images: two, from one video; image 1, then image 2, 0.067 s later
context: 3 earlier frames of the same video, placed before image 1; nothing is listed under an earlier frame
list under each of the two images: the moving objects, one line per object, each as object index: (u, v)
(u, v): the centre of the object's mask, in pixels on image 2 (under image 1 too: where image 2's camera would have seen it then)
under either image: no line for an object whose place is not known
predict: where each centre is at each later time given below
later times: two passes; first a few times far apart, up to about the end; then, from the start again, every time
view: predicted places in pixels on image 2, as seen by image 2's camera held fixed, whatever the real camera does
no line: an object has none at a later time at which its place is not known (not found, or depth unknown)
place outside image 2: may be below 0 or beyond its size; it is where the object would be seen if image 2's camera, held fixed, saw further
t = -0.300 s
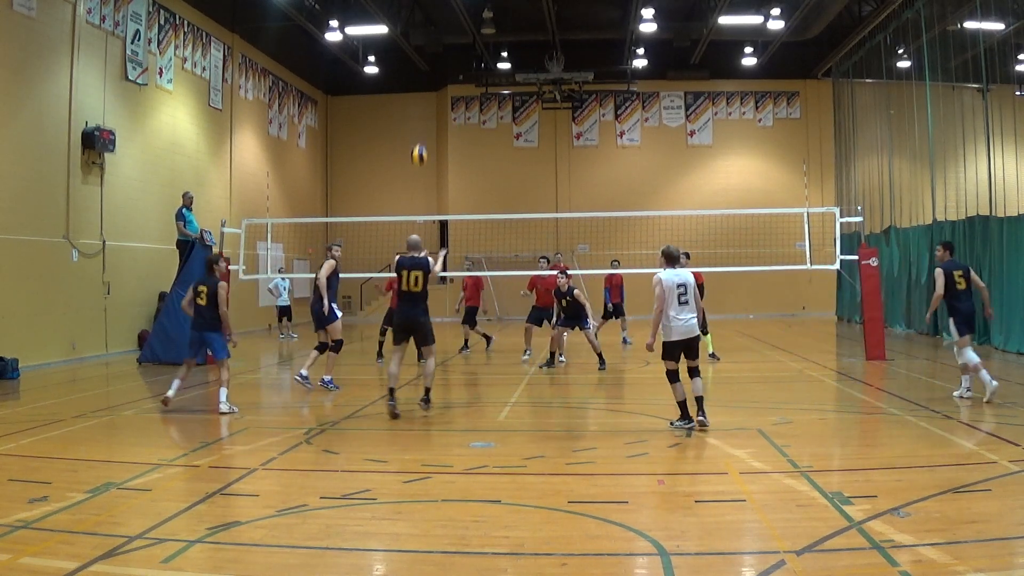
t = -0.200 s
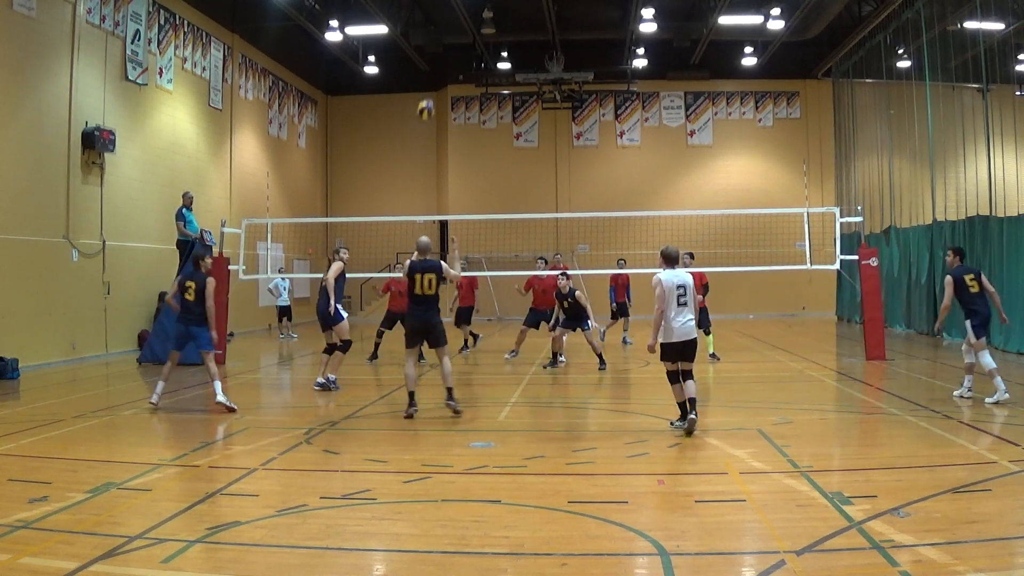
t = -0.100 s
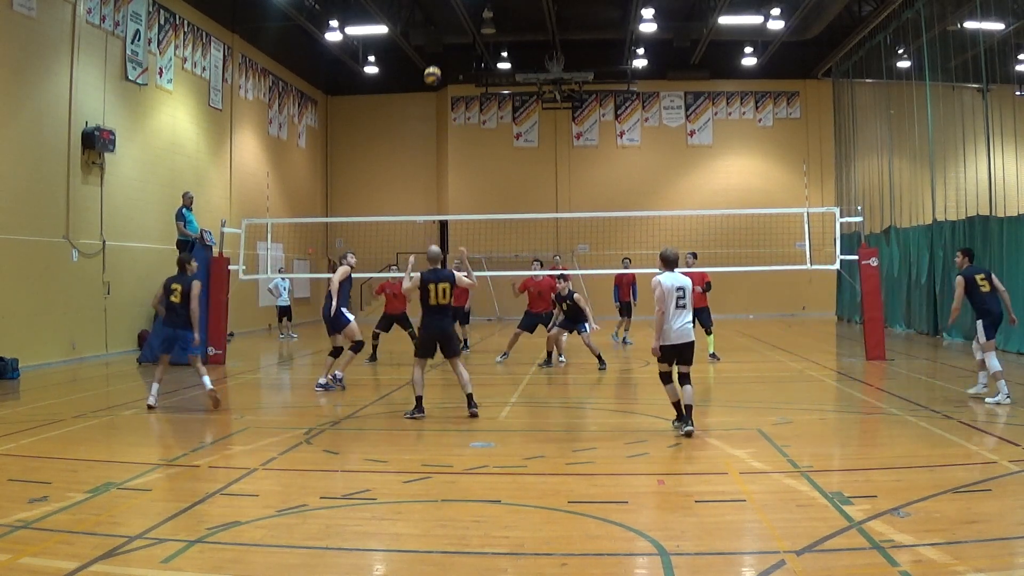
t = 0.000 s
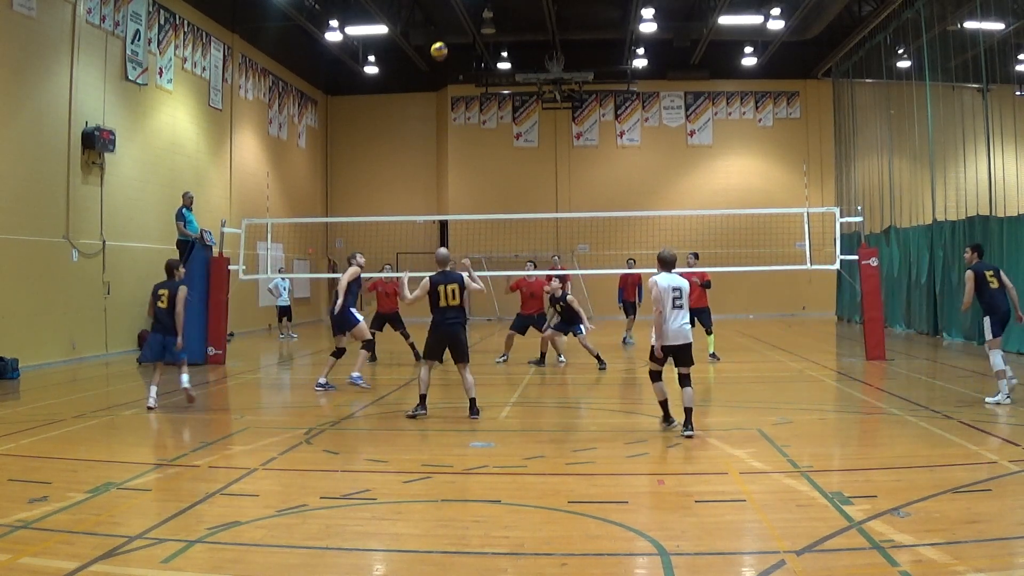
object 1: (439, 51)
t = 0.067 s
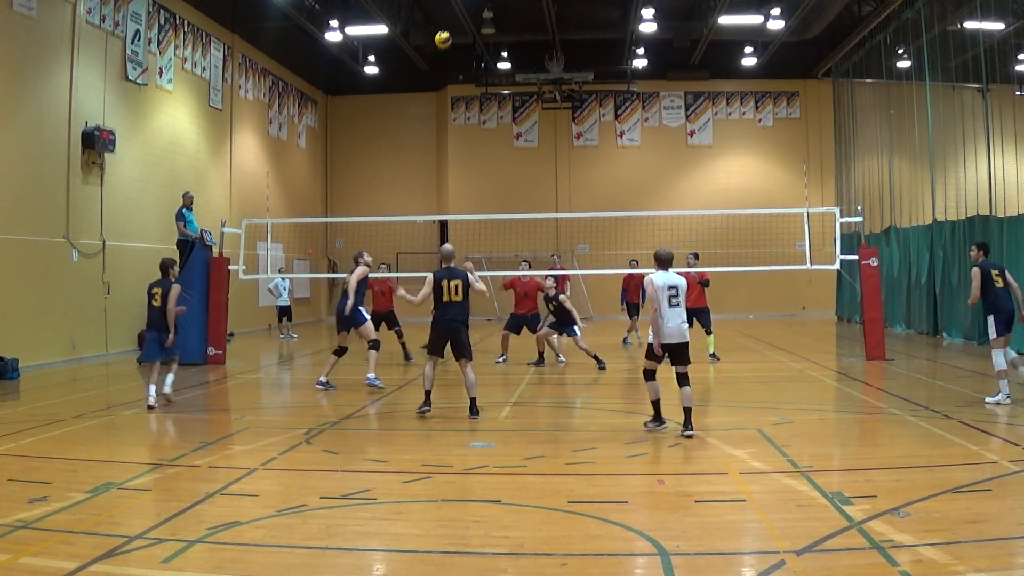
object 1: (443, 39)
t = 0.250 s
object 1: (453, 27)
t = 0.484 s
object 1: (465, 44)
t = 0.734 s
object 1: (476, 98)
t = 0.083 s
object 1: (444, 37)
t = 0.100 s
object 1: (445, 35)
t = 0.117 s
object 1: (446, 33)
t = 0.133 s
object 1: (447, 32)
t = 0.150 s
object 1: (448, 30)
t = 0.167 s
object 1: (448, 29)
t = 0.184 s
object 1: (449, 28)
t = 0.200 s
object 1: (450, 27)
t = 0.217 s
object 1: (451, 27)
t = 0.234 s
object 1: (452, 27)
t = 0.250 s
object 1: (453, 27)
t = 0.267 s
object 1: (454, 27)
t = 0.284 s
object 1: (455, 27)
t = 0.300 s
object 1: (456, 27)
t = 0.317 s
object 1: (456, 28)
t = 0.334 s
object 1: (457, 29)
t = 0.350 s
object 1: (458, 30)
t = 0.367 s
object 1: (459, 31)
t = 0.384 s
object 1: (460, 32)
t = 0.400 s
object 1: (461, 34)
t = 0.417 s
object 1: (462, 36)
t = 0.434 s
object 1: (463, 37)
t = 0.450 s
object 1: (463, 39)
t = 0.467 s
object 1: (464, 41)
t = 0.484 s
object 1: (465, 44)
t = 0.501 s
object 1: (466, 47)
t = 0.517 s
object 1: (466, 49)
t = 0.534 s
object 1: (467, 52)
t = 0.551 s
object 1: (468, 55)
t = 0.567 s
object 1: (469, 58)
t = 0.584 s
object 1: (470, 62)
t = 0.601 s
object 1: (470, 65)
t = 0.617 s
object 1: (471, 69)
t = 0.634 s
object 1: (472, 73)
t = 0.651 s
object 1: (472, 76)
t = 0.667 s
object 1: (473, 80)
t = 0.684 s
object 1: (473, 84)
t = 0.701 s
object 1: (474, 89)
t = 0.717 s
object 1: (475, 93)
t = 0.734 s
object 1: (476, 98)
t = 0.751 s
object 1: (477, 103)
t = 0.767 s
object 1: (477, 107)
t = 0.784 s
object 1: (479, 113)
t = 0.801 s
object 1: (479, 119)
